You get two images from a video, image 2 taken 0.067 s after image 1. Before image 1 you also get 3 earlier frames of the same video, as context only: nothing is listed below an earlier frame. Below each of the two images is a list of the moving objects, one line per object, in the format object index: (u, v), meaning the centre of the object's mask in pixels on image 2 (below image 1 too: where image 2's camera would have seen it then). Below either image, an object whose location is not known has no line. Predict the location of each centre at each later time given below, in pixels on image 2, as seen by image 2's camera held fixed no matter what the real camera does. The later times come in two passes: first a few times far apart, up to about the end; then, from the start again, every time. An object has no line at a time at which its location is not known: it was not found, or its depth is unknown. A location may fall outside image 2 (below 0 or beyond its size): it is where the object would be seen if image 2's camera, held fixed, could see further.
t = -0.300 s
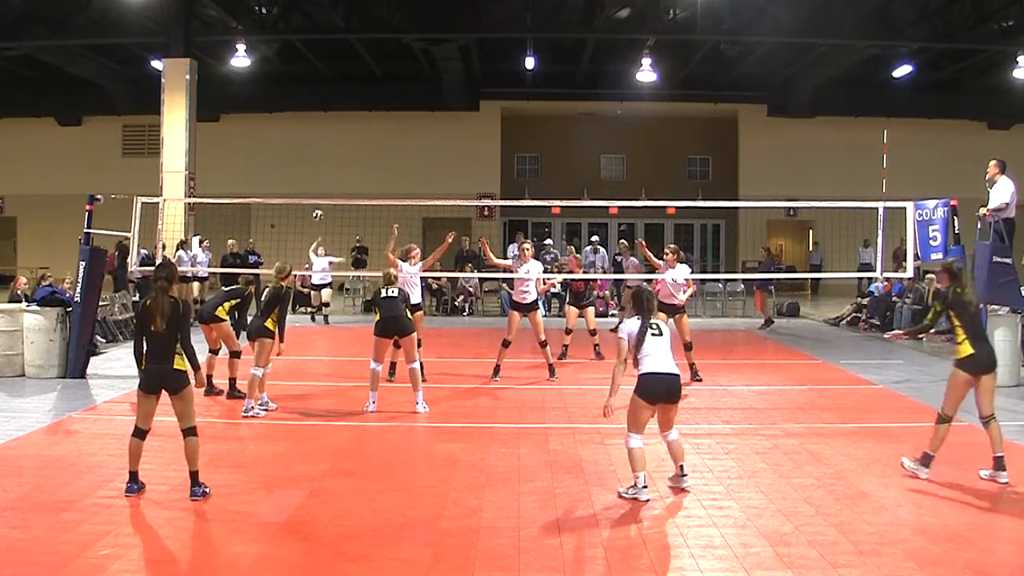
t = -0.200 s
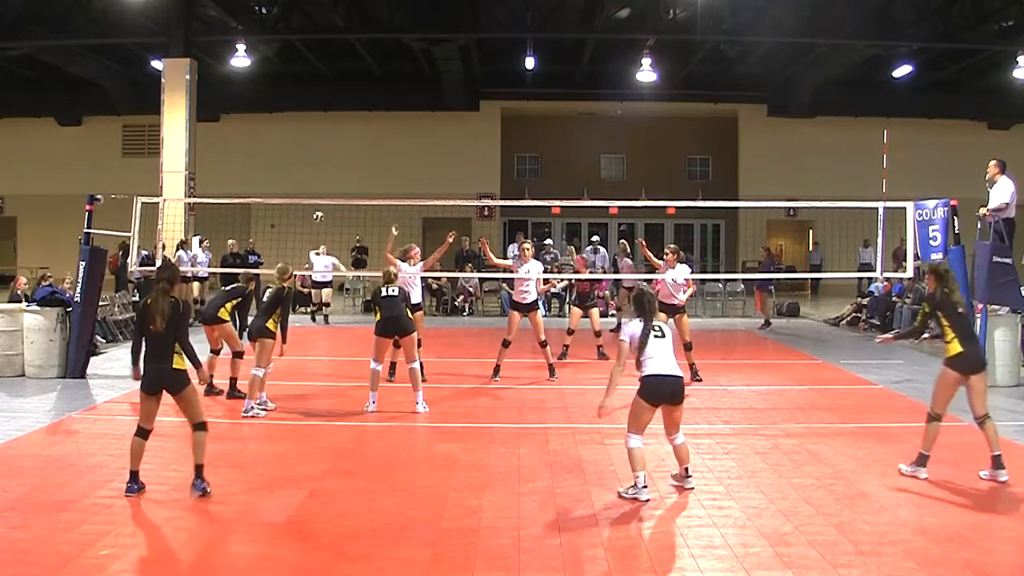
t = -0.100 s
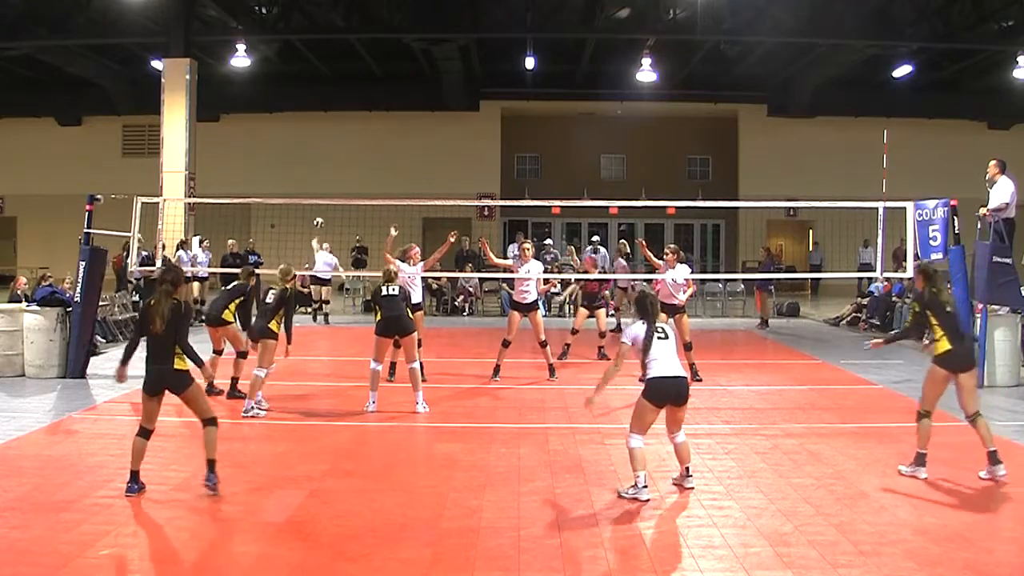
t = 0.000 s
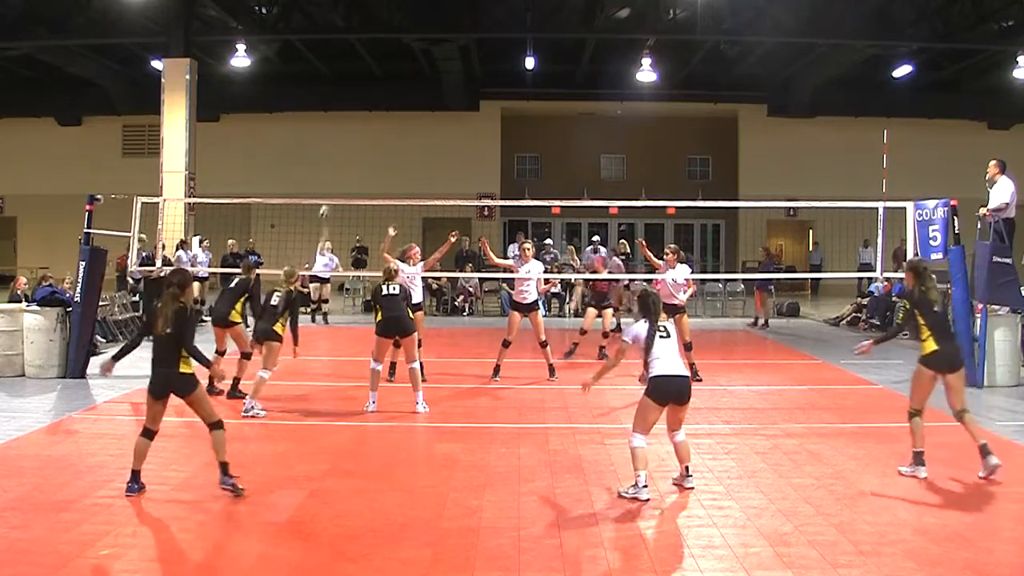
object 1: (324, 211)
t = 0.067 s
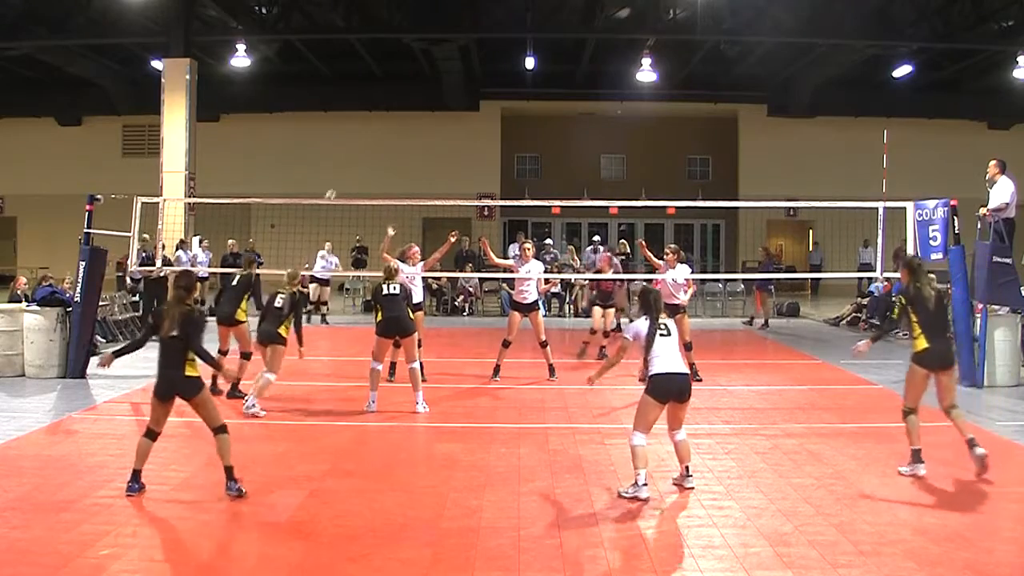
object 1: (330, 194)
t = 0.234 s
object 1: (347, 163)
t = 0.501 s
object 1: (381, 143)
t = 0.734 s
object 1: (419, 166)
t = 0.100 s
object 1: (333, 187)
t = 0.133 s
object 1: (336, 180)
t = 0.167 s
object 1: (339, 174)
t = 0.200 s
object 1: (343, 168)
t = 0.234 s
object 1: (347, 163)
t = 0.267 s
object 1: (351, 157)
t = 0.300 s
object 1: (355, 152)
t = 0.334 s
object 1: (356, 149)
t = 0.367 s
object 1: (364, 147)
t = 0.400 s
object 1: (367, 144)
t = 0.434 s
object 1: (372, 143)
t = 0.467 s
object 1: (376, 143)
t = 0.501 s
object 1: (381, 143)
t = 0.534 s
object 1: (387, 143)
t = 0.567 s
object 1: (392, 144)
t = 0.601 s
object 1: (397, 146)
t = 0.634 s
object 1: (401, 150)
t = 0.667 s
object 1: (407, 153)
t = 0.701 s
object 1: (414, 158)
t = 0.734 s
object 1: (419, 166)
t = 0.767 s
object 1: (426, 173)
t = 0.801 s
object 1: (432, 186)
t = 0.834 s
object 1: (440, 194)
